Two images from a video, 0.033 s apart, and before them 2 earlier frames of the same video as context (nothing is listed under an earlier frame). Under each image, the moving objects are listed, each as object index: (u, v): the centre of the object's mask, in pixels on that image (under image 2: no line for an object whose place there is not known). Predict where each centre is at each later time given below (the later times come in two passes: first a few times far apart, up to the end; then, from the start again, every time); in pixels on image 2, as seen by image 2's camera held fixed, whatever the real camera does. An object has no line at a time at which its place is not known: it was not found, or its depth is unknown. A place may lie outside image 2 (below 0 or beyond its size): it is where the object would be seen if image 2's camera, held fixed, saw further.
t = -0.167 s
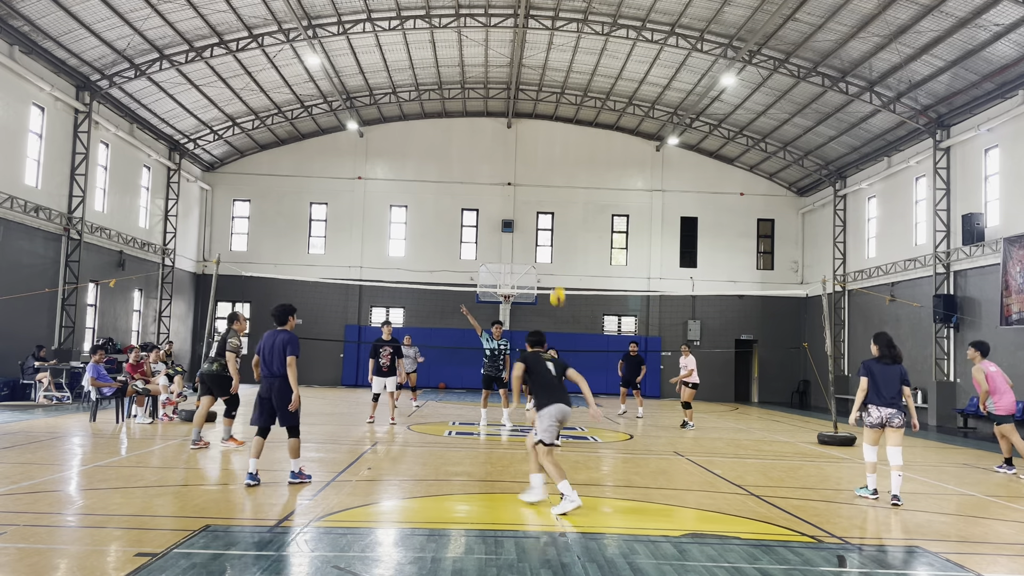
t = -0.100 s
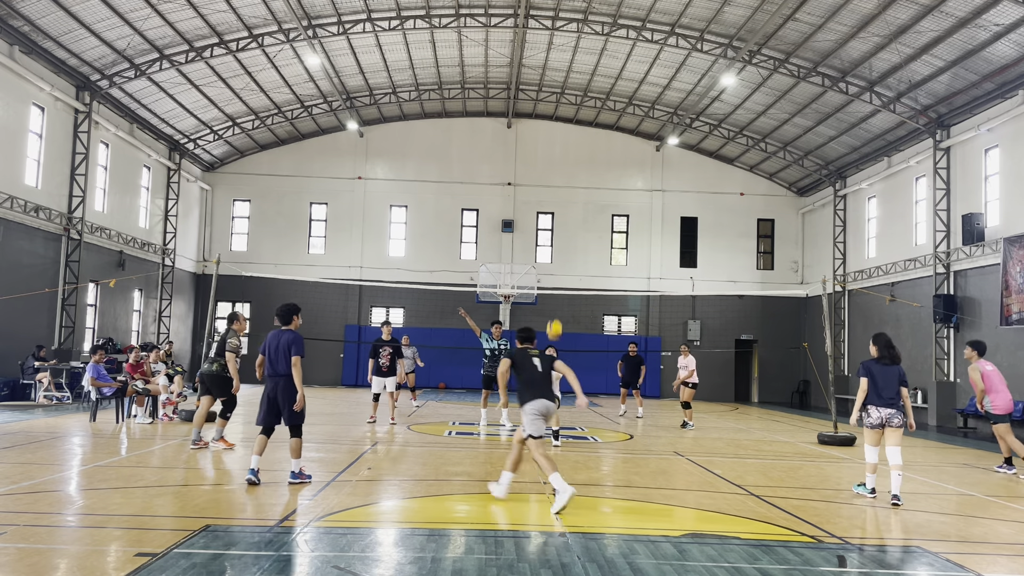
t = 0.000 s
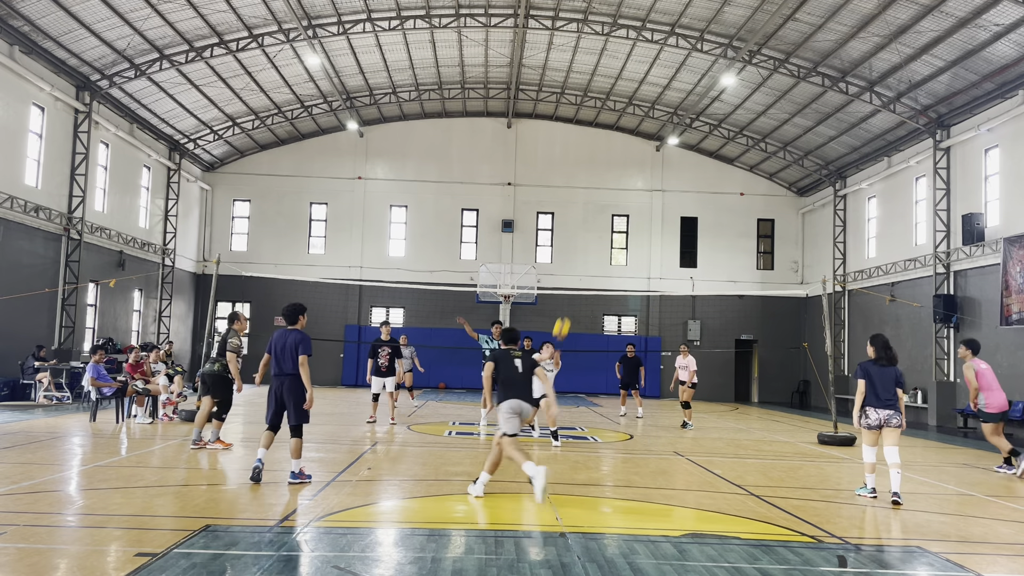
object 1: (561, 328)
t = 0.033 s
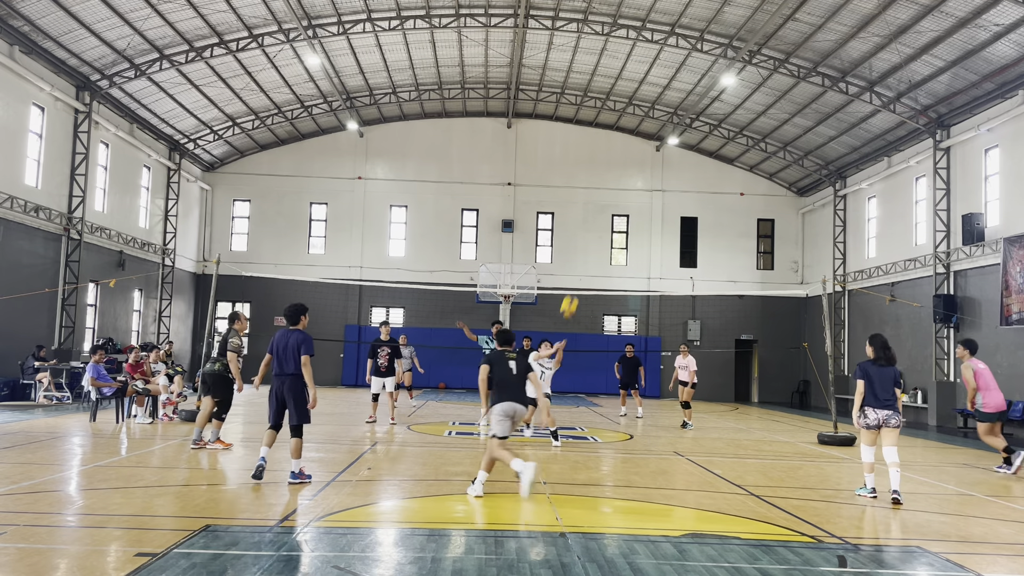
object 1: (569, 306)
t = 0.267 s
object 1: (619, 177)
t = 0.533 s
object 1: (671, 86)
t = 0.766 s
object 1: (711, 50)
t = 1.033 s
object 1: (754, 54)
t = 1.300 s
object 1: (793, 103)
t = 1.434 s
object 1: (812, 143)
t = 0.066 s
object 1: (576, 284)
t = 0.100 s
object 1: (584, 264)
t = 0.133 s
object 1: (591, 245)
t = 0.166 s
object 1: (599, 227)
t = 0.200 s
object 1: (605, 209)
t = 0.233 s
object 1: (613, 192)
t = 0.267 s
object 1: (619, 177)
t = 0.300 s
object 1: (626, 162)
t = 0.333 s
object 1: (633, 149)
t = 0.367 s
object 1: (640, 136)
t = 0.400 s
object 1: (646, 125)
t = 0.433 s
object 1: (652, 114)
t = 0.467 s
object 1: (659, 103)
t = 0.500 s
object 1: (664, 95)
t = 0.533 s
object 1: (671, 86)
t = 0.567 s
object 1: (677, 78)
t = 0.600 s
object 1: (683, 72)
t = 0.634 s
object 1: (688, 66)
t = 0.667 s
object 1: (694, 61)
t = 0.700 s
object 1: (700, 56)
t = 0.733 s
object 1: (706, 53)
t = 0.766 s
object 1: (711, 50)
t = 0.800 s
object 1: (717, 48)
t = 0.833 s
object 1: (723, 47)
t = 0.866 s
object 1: (728, 46)
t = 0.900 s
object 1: (733, 46)
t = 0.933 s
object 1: (738, 47)
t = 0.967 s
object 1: (744, 49)
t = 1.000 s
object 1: (749, 51)
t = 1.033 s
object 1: (754, 54)
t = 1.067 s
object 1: (759, 57)
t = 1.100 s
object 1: (764, 62)
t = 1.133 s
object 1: (769, 66)
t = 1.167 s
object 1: (774, 73)
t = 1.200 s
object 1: (779, 79)
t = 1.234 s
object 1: (784, 86)
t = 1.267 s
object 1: (789, 94)
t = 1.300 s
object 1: (793, 103)
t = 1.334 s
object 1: (798, 112)
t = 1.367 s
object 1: (802, 122)
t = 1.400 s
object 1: (807, 132)
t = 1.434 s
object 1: (812, 143)
